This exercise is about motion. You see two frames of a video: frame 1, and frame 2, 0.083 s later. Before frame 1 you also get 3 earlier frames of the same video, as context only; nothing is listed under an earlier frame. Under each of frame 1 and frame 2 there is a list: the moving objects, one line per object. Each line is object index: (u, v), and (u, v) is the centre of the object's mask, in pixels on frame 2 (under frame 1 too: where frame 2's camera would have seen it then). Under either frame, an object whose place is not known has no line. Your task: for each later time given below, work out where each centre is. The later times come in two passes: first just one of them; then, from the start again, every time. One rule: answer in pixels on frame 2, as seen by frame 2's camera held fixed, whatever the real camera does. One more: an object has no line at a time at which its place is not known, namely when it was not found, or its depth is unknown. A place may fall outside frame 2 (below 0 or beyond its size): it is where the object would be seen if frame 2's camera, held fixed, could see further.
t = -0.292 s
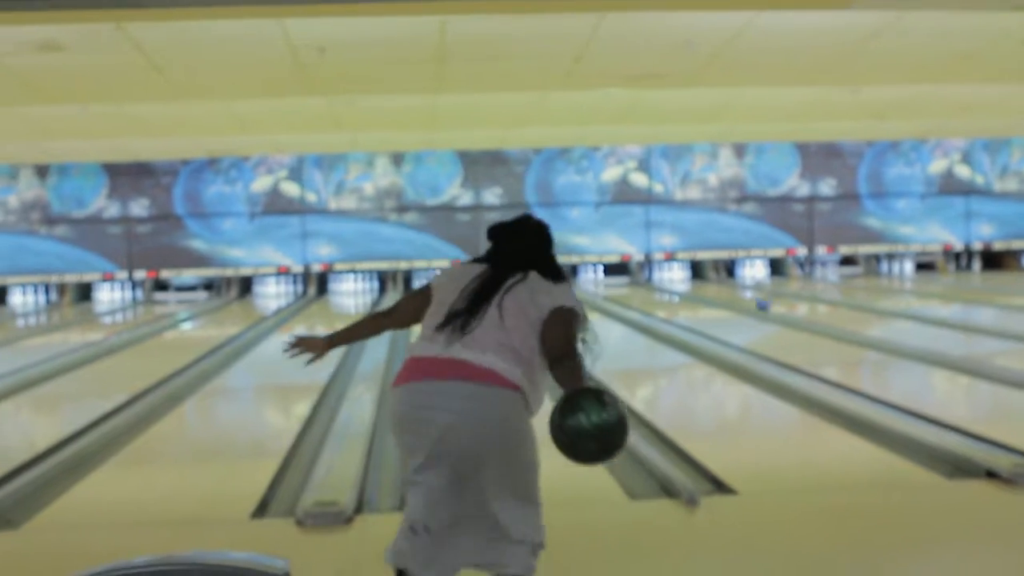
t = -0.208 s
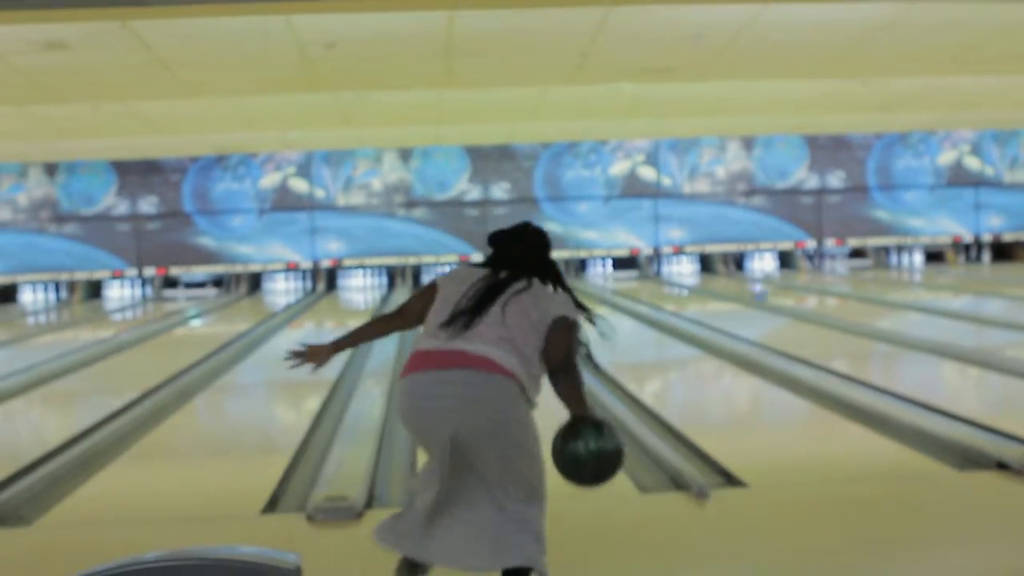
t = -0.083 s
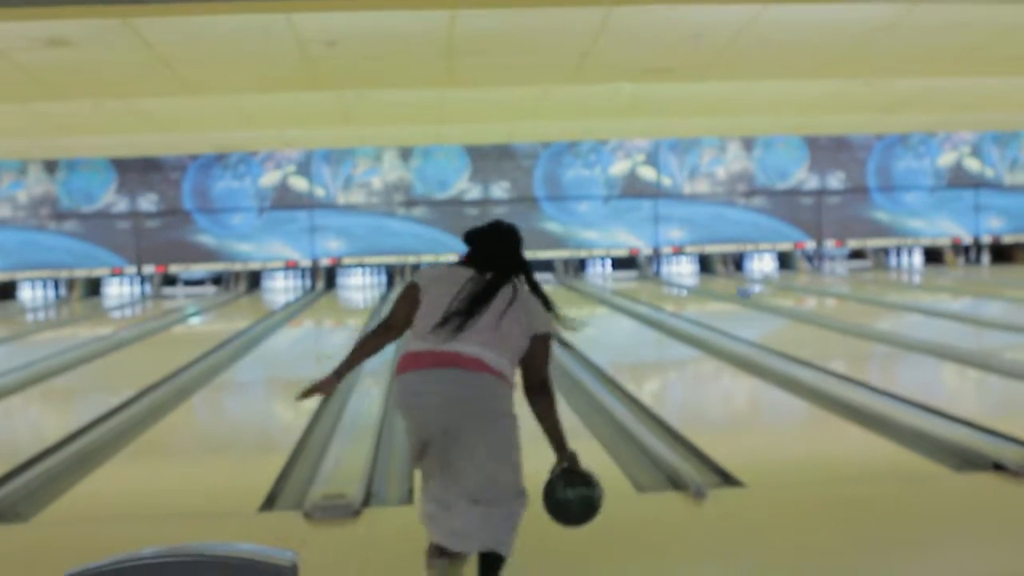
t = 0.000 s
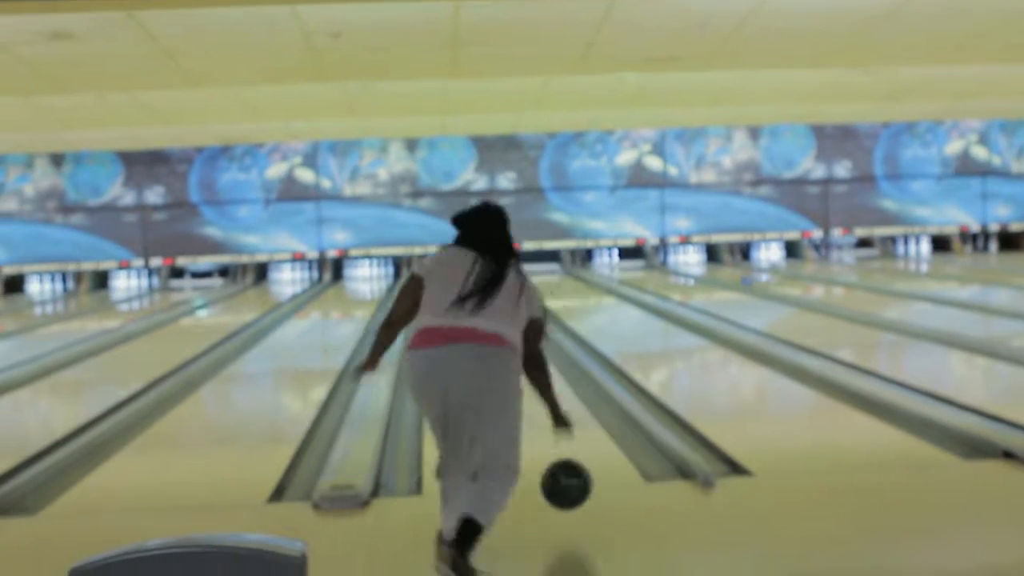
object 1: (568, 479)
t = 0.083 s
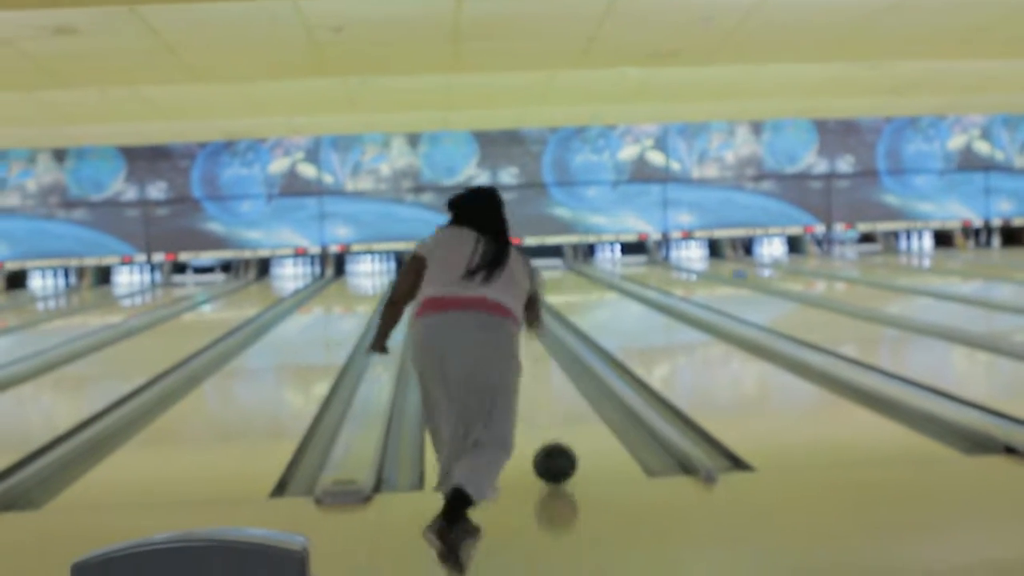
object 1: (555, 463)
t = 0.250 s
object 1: (535, 415)
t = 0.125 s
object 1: (549, 449)
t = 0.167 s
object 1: (544, 437)
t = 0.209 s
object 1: (540, 424)
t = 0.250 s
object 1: (535, 415)
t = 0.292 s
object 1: (534, 405)
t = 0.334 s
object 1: (534, 397)
